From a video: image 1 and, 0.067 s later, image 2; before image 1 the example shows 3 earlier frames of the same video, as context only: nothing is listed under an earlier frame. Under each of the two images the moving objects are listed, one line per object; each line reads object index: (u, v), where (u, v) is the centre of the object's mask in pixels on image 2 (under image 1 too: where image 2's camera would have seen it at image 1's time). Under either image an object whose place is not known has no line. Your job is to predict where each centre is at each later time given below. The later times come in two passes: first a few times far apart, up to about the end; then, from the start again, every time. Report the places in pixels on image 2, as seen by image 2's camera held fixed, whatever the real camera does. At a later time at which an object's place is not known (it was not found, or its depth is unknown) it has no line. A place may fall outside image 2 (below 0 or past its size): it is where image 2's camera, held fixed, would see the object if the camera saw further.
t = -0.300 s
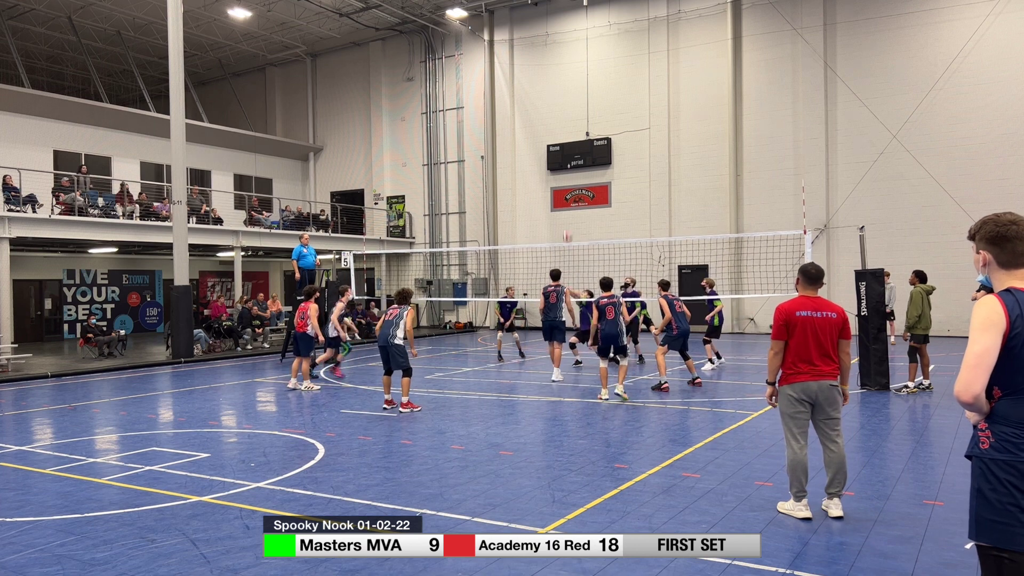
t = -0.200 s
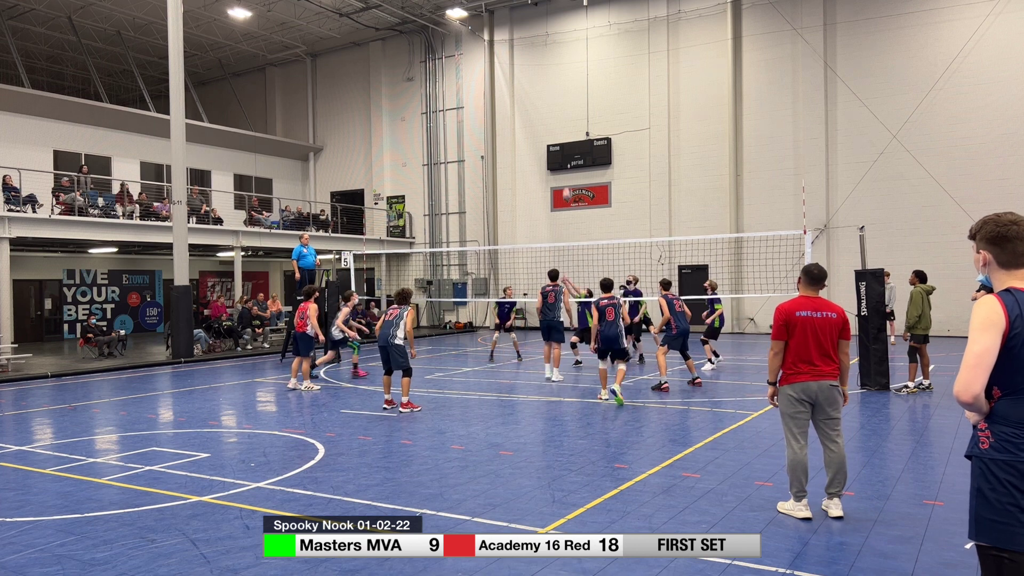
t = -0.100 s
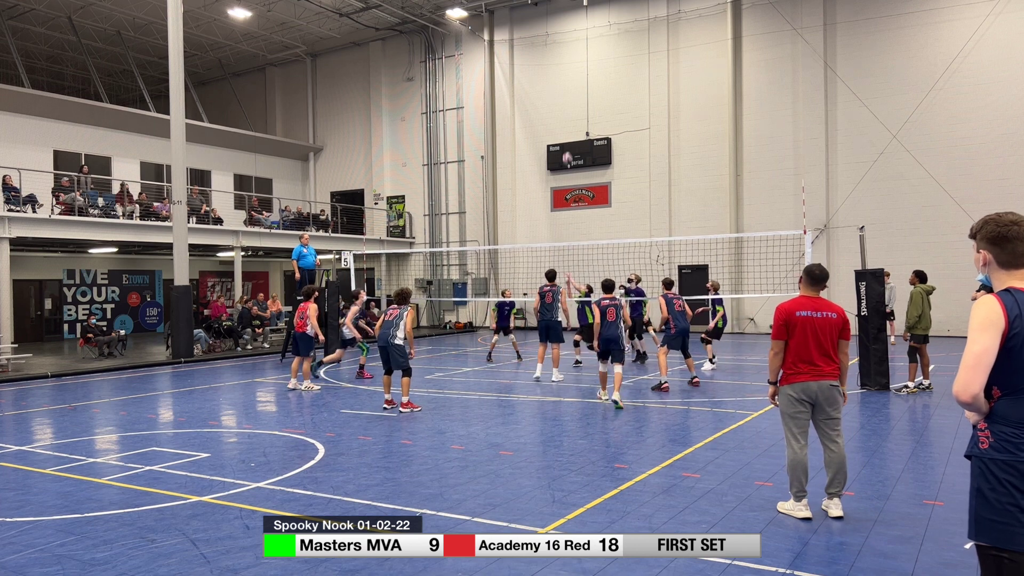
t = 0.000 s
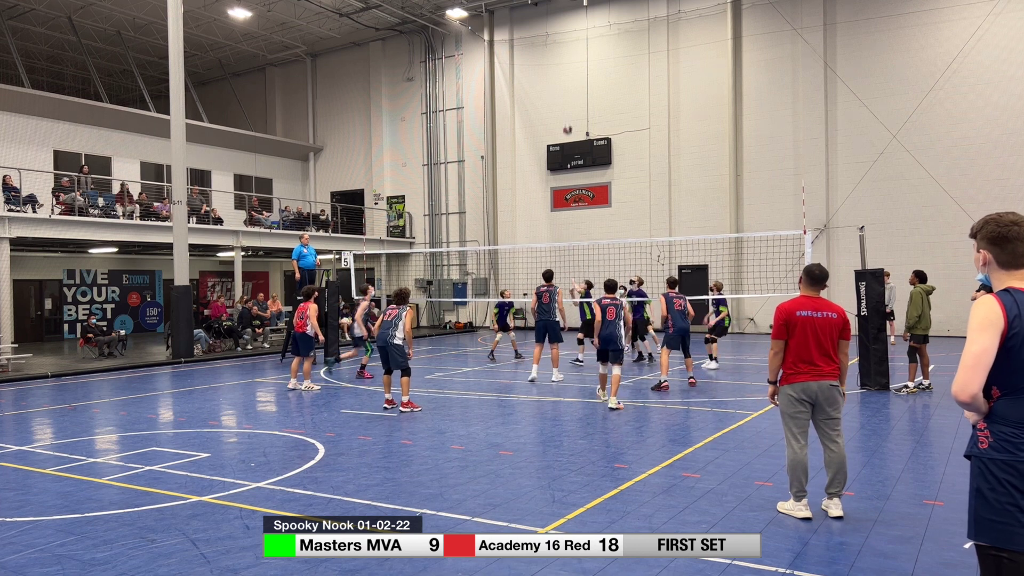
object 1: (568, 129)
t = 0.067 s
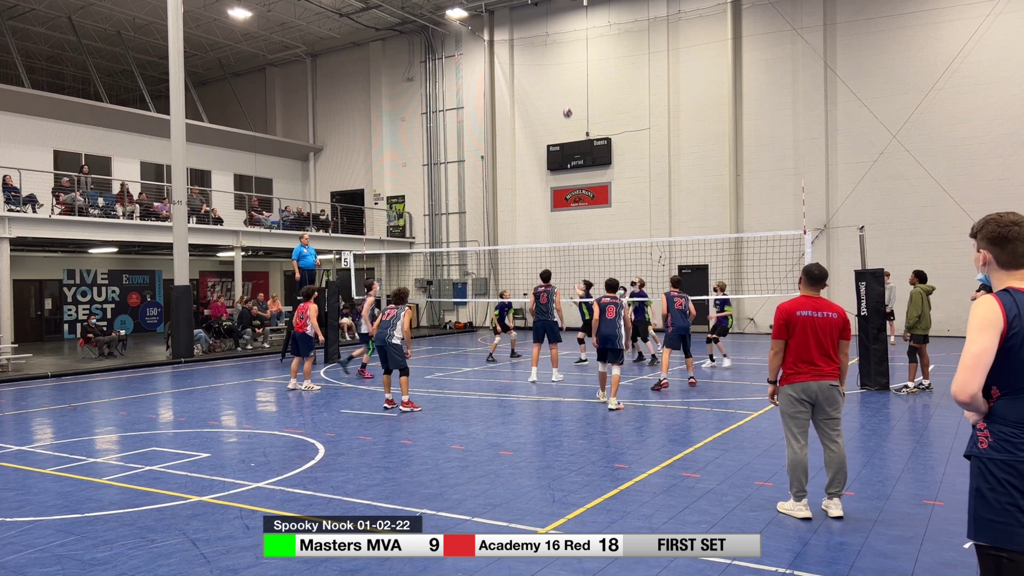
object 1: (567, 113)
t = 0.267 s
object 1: (568, 77)
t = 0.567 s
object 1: (569, 62)
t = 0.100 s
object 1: (568, 106)
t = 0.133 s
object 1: (568, 99)
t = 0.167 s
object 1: (568, 92)
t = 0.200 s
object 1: (567, 87)
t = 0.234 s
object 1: (568, 82)
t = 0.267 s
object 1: (568, 77)
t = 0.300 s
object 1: (568, 73)
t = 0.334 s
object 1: (568, 70)
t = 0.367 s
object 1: (568, 67)
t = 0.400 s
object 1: (569, 65)
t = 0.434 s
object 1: (569, 63)
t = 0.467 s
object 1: (569, 62)
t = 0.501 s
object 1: (569, 61)
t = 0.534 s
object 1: (569, 61)
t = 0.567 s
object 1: (569, 62)
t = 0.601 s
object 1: (570, 62)
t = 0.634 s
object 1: (570, 63)
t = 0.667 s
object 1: (570, 65)
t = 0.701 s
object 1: (570, 67)
